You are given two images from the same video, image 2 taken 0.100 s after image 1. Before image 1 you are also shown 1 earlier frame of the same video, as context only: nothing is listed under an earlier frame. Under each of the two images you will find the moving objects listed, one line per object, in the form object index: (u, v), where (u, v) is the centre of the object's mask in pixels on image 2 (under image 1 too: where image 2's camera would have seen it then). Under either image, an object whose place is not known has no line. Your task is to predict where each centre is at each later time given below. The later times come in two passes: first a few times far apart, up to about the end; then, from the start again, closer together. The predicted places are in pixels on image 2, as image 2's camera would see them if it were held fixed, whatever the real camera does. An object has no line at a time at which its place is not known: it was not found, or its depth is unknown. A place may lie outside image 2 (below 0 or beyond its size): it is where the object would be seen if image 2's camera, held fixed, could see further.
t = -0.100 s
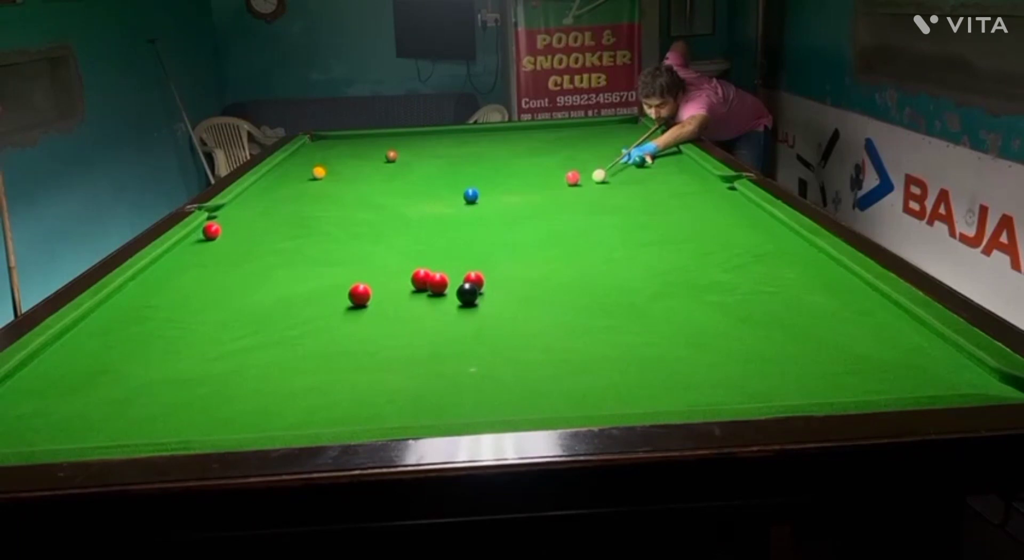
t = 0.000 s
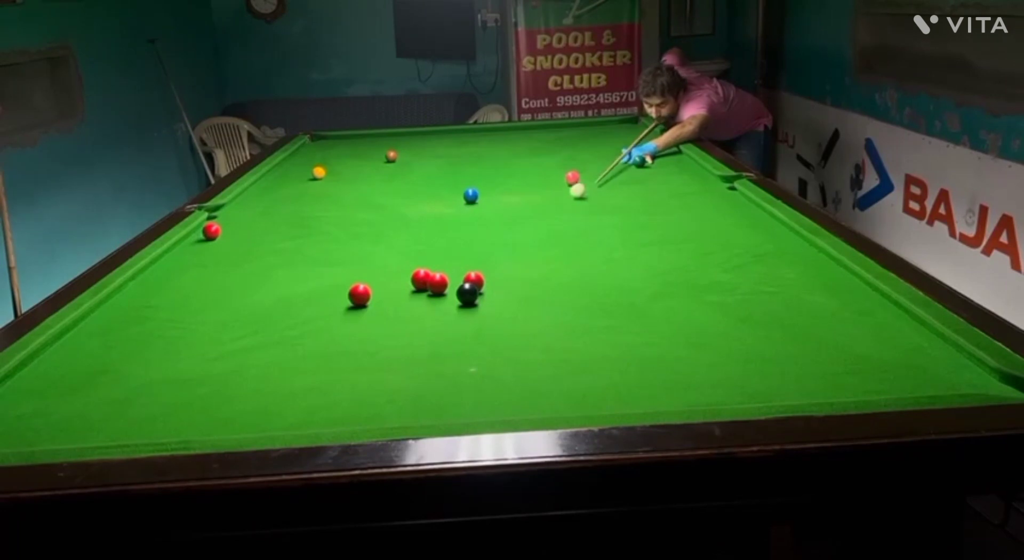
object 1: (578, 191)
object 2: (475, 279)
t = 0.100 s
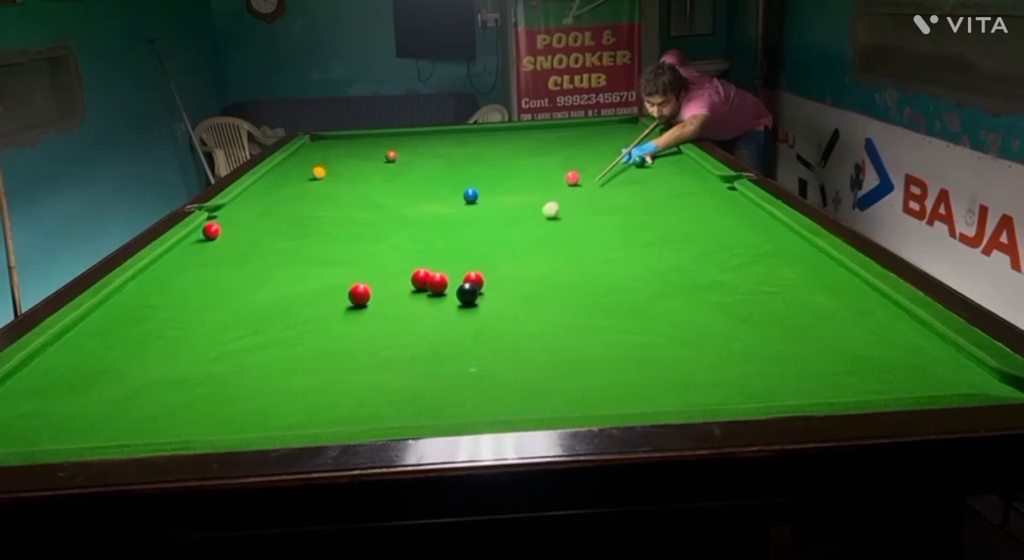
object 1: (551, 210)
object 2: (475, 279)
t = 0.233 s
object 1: (513, 237)
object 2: (475, 279)
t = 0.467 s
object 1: (453, 281)
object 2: (485, 284)
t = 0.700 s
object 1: (420, 301)
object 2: (529, 291)
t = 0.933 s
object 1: (380, 326)
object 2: (572, 298)
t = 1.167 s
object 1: (336, 352)
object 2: (616, 305)
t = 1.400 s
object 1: (286, 383)
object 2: (658, 312)
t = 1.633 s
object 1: (232, 416)
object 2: (699, 319)
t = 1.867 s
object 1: (189, 428)
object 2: (739, 325)
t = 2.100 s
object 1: (179, 413)
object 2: (776, 331)
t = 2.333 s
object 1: (170, 397)
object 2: (810, 336)
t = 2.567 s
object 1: (163, 384)
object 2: (841, 342)
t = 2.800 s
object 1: (157, 373)
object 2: (869, 347)
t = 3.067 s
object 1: (151, 363)
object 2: (895, 351)
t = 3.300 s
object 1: (147, 356)
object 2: (913, 354)
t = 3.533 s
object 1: (144, 351)
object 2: (926, 357)
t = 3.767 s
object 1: (141, 347)
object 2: (936, 359)
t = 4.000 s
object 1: (138, 345)
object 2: (941, 359)
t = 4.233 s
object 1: (137, 344)
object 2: (940, 359)
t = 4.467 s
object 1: (136, 344)
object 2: (940, 359)
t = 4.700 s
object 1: (135, 344)
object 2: (940, 359)
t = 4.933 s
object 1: (135, 345)
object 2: (940, 359)
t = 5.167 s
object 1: (135, 345)
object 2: (940, 359)
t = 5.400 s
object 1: (135, 345)
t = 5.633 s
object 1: (135, 345)
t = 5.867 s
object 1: (134, 345)
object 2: (940, 359)
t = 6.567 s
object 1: (136, 344)
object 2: (940, 359)
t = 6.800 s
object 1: (135, 345)
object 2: (940, 359)
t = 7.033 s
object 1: (135, 345)
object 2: (940, 359)
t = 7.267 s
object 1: (135, 345)
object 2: (940, 359)
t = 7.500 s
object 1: (135, 345)
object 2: (940, 359)
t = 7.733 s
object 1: (135, 345)
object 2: (940, 359)
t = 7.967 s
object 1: (135, 345)
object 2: (940, 359)
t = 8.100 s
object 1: (135, 344)
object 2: (940, 359)
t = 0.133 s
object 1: (541, 217)
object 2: (475, 279)
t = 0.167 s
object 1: (532, 223)
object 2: (475, 279)
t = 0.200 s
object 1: (523, 230)
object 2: (475, 279)
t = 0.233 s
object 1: (513, 237)
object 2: (475, 279)
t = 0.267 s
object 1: (503, 244)
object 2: (475, 279)
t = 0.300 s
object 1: (492, 252)
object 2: (475, 279)
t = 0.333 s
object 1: (481, 259)
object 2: (475, 279)
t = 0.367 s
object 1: (469, 265)
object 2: (475, 279)
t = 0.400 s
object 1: (455, 276)
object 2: (475, 279)
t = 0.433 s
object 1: (455, 279)
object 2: (478, 280)
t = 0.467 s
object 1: (453, 281)
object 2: (485, 284)
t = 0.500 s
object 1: (450, 283)
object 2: (492, 285)
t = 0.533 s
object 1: (446, 285)
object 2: (498, 286)
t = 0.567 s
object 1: (442, 288)
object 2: (504, 287)
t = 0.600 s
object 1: (436, 292)
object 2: (510, 288)
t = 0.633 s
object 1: (431, 295)
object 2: (517, 289)
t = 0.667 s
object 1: (426, 298)
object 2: (523, 290)
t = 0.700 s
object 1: (420, 301)
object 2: (529, 291)
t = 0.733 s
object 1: (415, 305)
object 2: (535, 292)
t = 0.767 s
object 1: (409, 308)
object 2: (541, 293)
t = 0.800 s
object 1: (403, 311)
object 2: (548, 294)
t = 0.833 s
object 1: (398, 314)
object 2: (554, 295)
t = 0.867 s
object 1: (392, 319)
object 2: (560, 296)
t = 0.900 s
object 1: (386, 322)
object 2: (566, 297)
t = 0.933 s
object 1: (380, 326)
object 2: (572, 298)
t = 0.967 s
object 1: (374, 329)
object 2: (578, 299)
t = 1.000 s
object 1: (368, 333)
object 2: (585, 300)
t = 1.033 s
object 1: (362, 336)
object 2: (591, 301)
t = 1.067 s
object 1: (356, 340)
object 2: (597, 302)
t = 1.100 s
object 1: (349, 344)
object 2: (604, 303)
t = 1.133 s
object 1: (342, 348)
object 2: (609, 304)
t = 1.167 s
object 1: (336, 352)
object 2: (616, 305)
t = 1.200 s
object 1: (328, 357)
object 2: (622, 306)
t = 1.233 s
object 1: (322, 360)
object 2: (628, 307)
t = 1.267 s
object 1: (315, 365)
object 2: (634, 308)
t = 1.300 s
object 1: (308, 369)
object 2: (640, 309)
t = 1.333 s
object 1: (301, 374)
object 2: (646, 310)
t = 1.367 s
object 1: (294, 378)
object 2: (652, 311)
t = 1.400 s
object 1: (286, 383)
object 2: (658, 312)
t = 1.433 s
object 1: (279, 387)
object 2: (664, 313)
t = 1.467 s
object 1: (271, 392)
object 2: (670, 314)
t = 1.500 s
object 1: (264, 397)
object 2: (676, 315)
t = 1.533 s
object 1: (256, 401)
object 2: (682, 316)
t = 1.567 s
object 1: (248, 406)
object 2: (688, 317)
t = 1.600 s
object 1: (240, 411)
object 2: (693, 318)
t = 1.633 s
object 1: (232, 416)
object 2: (699, 319)
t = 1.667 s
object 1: (224, 420)
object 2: (705, 319)
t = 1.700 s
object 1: (216, 424)
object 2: (711, 321)
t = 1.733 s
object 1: (208, 426)
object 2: (716, 321)
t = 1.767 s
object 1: (200, 429)
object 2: (722, 322)
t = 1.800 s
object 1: (192, 432)
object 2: (728, 323)
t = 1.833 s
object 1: (191, 430)
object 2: (733, 324)
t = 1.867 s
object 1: (189, 428)
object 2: (739, 325)
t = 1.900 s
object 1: (188, 427)
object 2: (744, 326)
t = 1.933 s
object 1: (186, 425)
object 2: (750, 327)
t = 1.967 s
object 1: (184, 423)
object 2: (755, 328)
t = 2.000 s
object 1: (183, 421)
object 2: (760, 329)
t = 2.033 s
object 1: (182, 419)
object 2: (765, 330)
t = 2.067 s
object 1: (180, 416)
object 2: (771, 330)
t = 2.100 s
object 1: (179, 413)
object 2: (776, 331)
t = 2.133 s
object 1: (178, 411)
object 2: (781, 332)
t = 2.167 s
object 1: (176, 409)
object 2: (786, 333)
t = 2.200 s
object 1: (175, 406)
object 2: (791, 333)
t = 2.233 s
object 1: (174, 404)
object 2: (796, 334)
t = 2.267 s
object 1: (173, 401)
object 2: (801, 335)
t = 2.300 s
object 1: (172, 399)
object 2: (806, 336)
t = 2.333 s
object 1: (170, 397)
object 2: (810, 336)
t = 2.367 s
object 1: (169, 395)
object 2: (815, 337)
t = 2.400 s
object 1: (168, 393)
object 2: (820, 338)
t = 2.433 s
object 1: (167, 391)
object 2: (824, 339)
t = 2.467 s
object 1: (166, 389)
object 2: (829, 340)
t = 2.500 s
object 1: (165, 387)
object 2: (833, 340)
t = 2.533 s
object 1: (164, 386)
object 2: (837, 341)
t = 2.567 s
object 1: (163, 384)
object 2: (841, 342)
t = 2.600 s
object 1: (162, 382)
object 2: (846, 343)
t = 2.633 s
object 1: (161, 380)
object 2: (850, 343)
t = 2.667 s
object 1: (160, 379)
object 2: (854, 344)
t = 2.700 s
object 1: (159, 377)
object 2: (857, 344)
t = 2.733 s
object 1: (159, 376)
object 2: (861, 345)
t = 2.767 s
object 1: (158, 374)
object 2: (865, 346)
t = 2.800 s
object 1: (157, 373)
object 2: (869, 347)
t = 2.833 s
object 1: (156, 372)
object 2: (872, 347)
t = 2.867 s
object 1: (155, 370)
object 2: (876, 348)
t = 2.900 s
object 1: (154, 369)
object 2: (879, 348)
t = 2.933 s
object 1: (154, 367)
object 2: (882, 349)
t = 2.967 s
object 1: (153, 366)
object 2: (886, 350)
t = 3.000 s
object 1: (152, 365)
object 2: (889, 350)
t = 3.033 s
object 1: (151, 364)
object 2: (892, 351)
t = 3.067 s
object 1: (151, 363)
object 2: (895, 351)
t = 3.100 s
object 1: (150, 362)
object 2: (898, 352)
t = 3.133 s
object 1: (150, 361)
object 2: (900, 352)
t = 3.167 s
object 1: (149, 360)
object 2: (903, 352)
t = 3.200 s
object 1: (149, 359)
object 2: (906, 353)
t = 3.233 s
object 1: (148, 358)
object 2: (908, 353)
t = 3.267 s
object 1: (148, 357)
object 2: (910, 354)
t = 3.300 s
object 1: (147, 356)
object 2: (913, 354)
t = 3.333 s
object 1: (147, 355)
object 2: (915, 354)
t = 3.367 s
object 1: (146, 354)
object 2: (917, 355)
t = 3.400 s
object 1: (146, 354)
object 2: (919, 356)
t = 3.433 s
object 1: (145, 353)
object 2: (921, 356)
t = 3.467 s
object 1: (145, 352)
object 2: (923, 356)
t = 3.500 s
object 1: (144, 352)
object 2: (925, 357)
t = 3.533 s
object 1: (144, 351)
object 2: (926, 357)
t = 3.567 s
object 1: (143, 350)
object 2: (928, 357)
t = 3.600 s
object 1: (143, 350)
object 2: (929, 357)
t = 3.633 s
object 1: (142, 349)
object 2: (931, 358)
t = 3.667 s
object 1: (142, 348)
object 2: (933, 358)
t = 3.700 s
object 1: (142, 348)
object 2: (934, 358)
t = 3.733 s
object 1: (141, 347)
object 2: (935, 358)
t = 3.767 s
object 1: (141, 347)
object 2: (936, 359)
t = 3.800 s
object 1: (140, 347)
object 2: (937, 358)
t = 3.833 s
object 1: (140, 346)
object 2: (937, 359)
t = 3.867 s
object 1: (139, 346)
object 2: (938, 359)
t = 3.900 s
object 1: (139, 346)
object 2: (939, 359)
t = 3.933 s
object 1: (139, 346)
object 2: (940, 359)
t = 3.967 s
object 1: (138, 345)
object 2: (940, 359)
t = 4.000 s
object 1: (138, 345)
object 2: (941, 359)
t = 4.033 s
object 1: (138, 344)
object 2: (941, 359)
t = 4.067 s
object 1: (138, 344)
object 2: (941, 359)
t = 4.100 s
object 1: (137, 344)
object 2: (941, 359)
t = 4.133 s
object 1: (137, 344)
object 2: (941, 359)
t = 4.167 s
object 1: (137, 344)
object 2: (940, 359)
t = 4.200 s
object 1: (137, 344)
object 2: (940, 359)
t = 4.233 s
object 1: (137, 344)
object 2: (940, 359)
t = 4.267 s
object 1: (137, 344)
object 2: (940, 359)
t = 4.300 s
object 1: (137, 344)
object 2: (940, 359)
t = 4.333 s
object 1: (137, 344)
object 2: (940, 359)
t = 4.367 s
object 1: (137, 344)
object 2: (940, 359)
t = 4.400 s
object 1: (136, 344)
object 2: (940, 359)
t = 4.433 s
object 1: (136, 344)
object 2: (940, 359)
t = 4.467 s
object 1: (136, 344)
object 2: (940, 359)
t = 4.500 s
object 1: (136, 344)
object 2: (940, 359)
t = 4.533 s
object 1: (136, 344)
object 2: (940, 359)
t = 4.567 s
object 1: (135, 344)
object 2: (940, 359)
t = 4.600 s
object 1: (135, 344)
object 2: (940, 359)
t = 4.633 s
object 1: (135, 344)
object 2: (940, 359)
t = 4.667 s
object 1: (135, 344)
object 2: (940, 359)
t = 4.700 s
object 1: (135, 344)
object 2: (940, 359)
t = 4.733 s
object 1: (135, 344)
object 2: (940, 359)
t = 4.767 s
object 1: (135, 344)
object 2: (940, 359)
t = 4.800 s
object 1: (135, 344)
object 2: (940, 359)
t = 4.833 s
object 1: (135, 345)
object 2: (940, 359)
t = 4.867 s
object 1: (135, 345)
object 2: (940, 359)
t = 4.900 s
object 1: (135, 345)
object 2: (940, 359)
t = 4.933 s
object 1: (135, 345)
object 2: (940, 359)
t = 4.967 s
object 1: (135, 345)
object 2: (940, 359)
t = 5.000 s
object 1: (135, 345)
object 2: (940, 359)
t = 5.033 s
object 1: (135, 345)
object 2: (940, 359)
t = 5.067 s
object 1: (135, 345)
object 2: (940, 359)
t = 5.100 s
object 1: (135, 345)
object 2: (940, 359)
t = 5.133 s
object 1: (135, 345)
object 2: (940, 359)
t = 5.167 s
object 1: (135, 345)
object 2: (940, 359)
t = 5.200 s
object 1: (135, 345)
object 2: (940, 359)
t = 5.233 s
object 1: (135, 345)
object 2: (940, 359)
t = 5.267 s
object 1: (135, 345)
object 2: (940, 359)
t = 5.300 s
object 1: (135, 345)
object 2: (938, 360)
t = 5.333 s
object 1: (135, 345)
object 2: (932, 359)
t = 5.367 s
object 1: (135, 345)
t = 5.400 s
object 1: (135, 345)
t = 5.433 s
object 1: (135, 345)
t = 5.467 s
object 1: (135, 345)
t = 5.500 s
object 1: (135, 345)
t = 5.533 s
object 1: (135, 345)
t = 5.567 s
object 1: (135, 345)
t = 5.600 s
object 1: (135, 345)
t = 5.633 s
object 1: (135, 345)
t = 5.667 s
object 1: (135, 345)
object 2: (940, 359)
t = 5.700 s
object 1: (135, 345)
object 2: (940, 359)
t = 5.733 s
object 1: (135, 345)
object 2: (940, 359)
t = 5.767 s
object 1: (135, 345)
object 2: (940, 359)
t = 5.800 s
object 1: (135, 345)
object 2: (940, 359)
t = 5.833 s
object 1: (135, 345)
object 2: (940, 359)
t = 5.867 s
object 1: (134, 345)
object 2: (940, 359)
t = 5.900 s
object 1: (135, 345)
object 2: (940, 359)
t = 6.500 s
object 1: (135, 344)
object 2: (940, 359)
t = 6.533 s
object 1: (136, 344)
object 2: (940, 359)
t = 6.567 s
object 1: (136, 344)
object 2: (940, 359)
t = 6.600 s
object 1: (136, 344)
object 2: (940, 359)
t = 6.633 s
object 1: (135, 344)
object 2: (940, 359)
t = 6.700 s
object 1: (135, 344)
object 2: (940, 359)
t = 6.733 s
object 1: (135, 345)
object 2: (940, 359)
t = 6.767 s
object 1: (135, 345)
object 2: (940, 359)
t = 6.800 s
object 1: (135, 345)
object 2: (940, 359)
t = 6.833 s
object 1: (135, 345)
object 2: (940, 359)
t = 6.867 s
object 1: (135, 344)
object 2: (940, 359)
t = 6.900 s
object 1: (135, 344)
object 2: (940, 359)
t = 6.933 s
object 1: (135, 345)
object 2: (940, 359)
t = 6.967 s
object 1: (135, 345)
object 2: (940, 359)
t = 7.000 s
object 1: (135, 345)
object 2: (940, 359)
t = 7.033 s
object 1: (135, 345)
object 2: (940, 359)
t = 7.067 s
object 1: (135, 345)
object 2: (940, 359)
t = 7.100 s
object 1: (135, 345)
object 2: (940, 359)
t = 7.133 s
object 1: (135, 345)
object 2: (940, 359)
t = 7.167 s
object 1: (135, 345)
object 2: (940, 359)
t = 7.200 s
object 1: (135, 345)
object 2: (940, 359)
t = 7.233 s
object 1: (135, 345)
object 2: (940, 359)
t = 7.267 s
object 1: (135, 345)
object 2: (940, 359)
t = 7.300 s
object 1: (135, 345)
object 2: (940, 359)
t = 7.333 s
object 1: (135, 345)
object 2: (940, 359)
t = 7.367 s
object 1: (135, 345)
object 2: (940, 359)
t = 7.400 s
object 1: (135, 345)
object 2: (940, 359)
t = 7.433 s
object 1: (135, 345)
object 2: (940, 359)
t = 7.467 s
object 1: (135, 345)
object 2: (940, 359)
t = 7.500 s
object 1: (135, 345)
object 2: (940, 359)
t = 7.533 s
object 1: (135, 345)
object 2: (940, 359)
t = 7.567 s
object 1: (135, 345)
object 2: (940, 359)
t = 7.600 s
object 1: (135, 345)
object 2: (940, 359)
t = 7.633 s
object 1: (135, 345)
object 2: (940, 359)
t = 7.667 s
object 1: (135, 345)
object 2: (940, 359)
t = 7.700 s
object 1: (135, 345)
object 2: (940, 359)
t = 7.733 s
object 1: (135, 345)
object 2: (940, 359)
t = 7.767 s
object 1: (135, 345)
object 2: (940, 359)
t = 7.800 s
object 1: (135, 345)
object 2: (940, 359)
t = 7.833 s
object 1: (135, 345)
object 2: (940, 359)
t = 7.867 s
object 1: (135, 345)
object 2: (940, 359)
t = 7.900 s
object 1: (135, 345)
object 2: (940, 359)
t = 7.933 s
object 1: (135, 345)
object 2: (940, 359)
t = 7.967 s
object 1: (135, 345)
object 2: (940, 359)
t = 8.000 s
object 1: (135, 345)
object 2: (940, 359)
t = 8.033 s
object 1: (135, 344)
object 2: (940, 359)
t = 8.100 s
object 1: (135, 344)
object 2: (940, 359)
